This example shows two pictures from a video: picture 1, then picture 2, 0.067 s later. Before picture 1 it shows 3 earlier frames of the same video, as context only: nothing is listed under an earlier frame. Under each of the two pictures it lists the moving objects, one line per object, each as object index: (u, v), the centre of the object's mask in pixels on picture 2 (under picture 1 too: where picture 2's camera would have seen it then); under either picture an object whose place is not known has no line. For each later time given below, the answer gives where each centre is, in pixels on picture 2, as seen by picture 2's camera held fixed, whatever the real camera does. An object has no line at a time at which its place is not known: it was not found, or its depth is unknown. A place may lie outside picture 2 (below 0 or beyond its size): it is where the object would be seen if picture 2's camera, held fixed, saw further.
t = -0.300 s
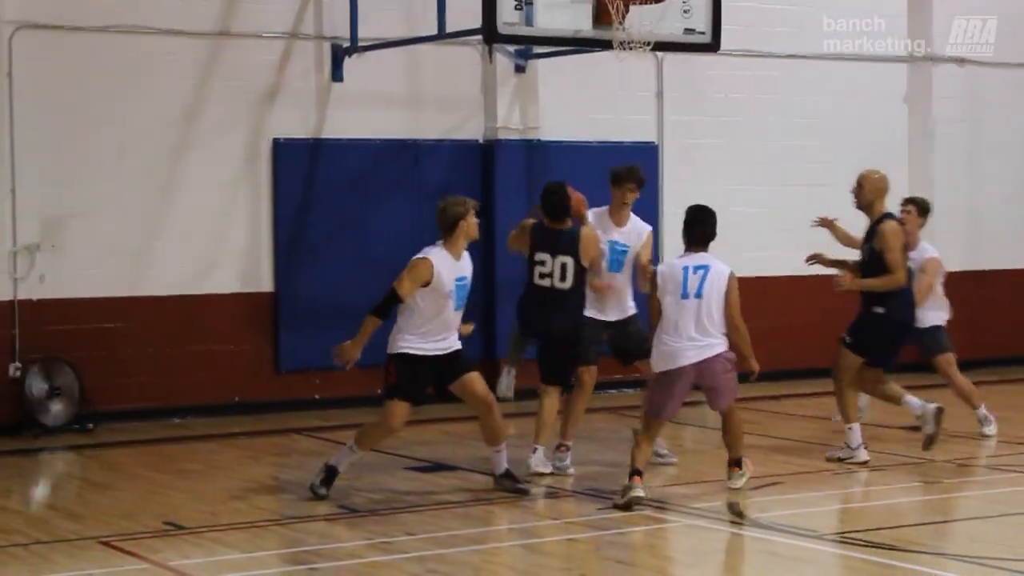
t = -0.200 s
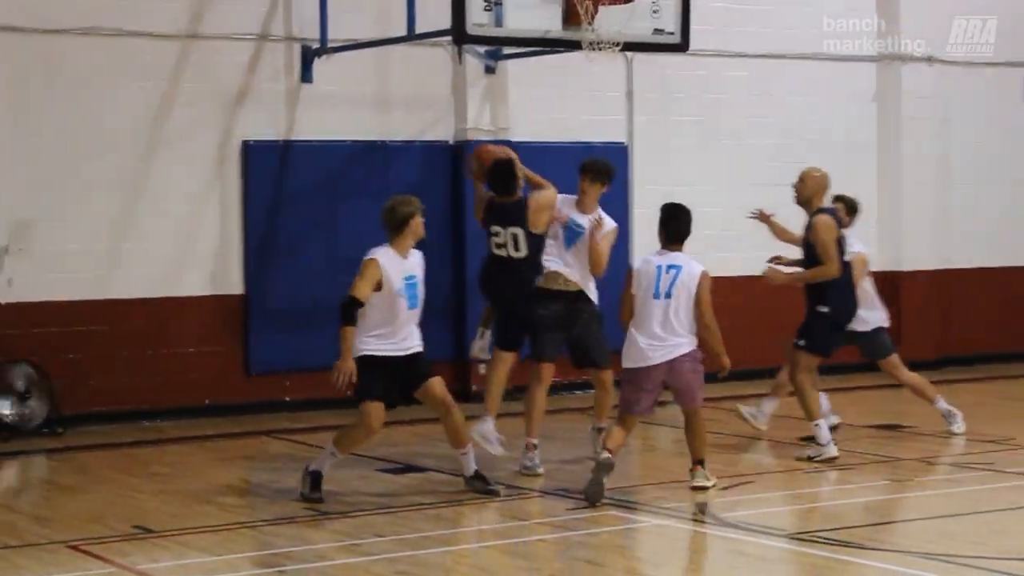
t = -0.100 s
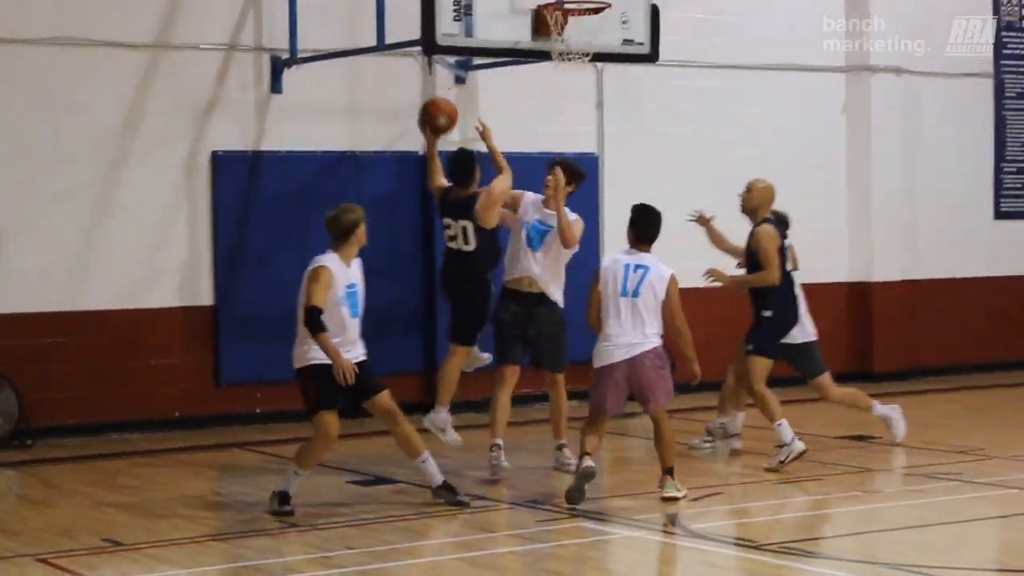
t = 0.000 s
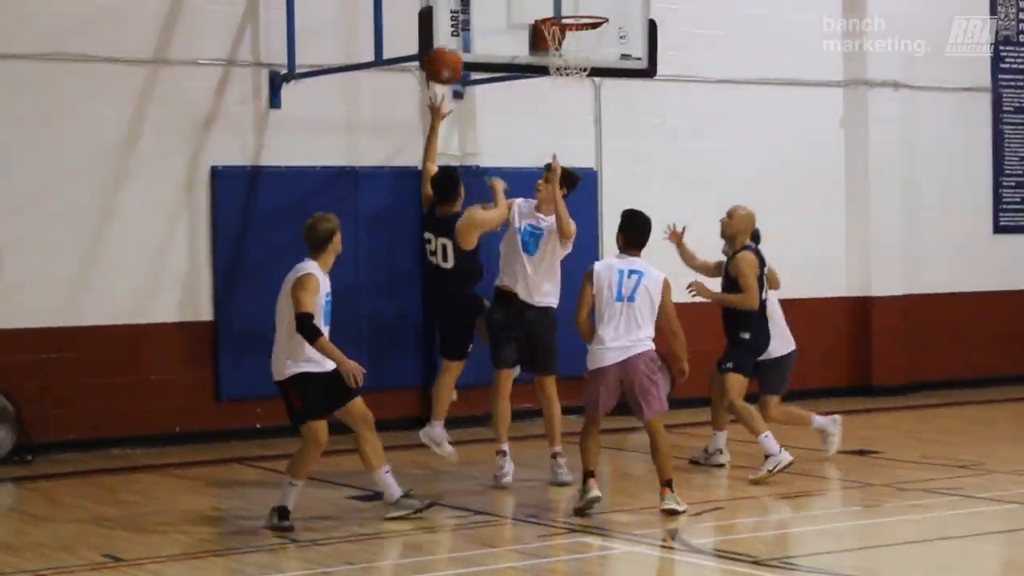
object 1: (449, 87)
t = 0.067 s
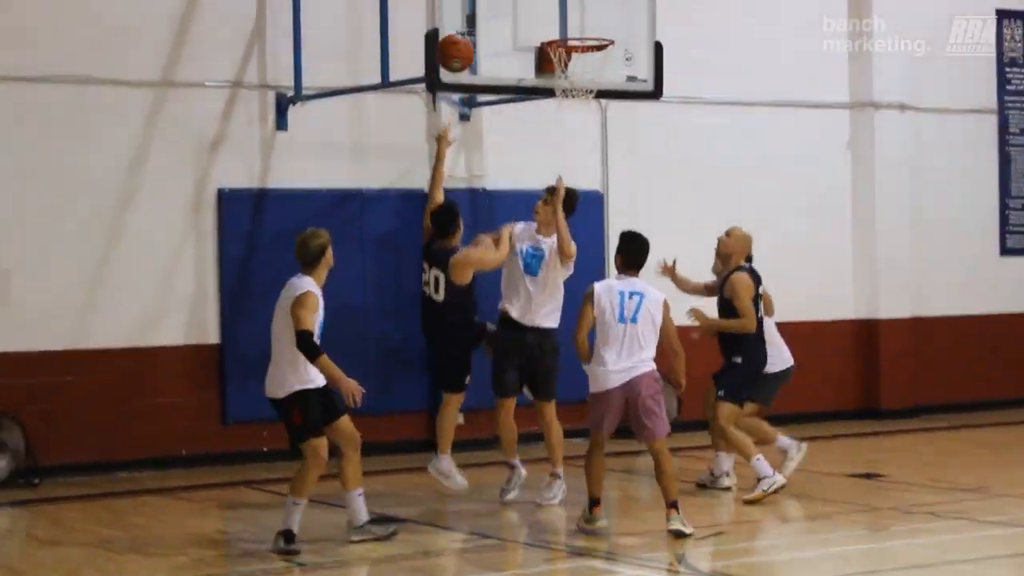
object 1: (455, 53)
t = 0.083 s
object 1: (456, 46)
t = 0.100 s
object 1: (457, 38)
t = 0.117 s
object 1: (459, 33)
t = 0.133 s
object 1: (460, 25)
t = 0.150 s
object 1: (461, 21)
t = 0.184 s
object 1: (463, 10)
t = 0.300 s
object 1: (474, -8)
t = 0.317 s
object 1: (476, -10)
